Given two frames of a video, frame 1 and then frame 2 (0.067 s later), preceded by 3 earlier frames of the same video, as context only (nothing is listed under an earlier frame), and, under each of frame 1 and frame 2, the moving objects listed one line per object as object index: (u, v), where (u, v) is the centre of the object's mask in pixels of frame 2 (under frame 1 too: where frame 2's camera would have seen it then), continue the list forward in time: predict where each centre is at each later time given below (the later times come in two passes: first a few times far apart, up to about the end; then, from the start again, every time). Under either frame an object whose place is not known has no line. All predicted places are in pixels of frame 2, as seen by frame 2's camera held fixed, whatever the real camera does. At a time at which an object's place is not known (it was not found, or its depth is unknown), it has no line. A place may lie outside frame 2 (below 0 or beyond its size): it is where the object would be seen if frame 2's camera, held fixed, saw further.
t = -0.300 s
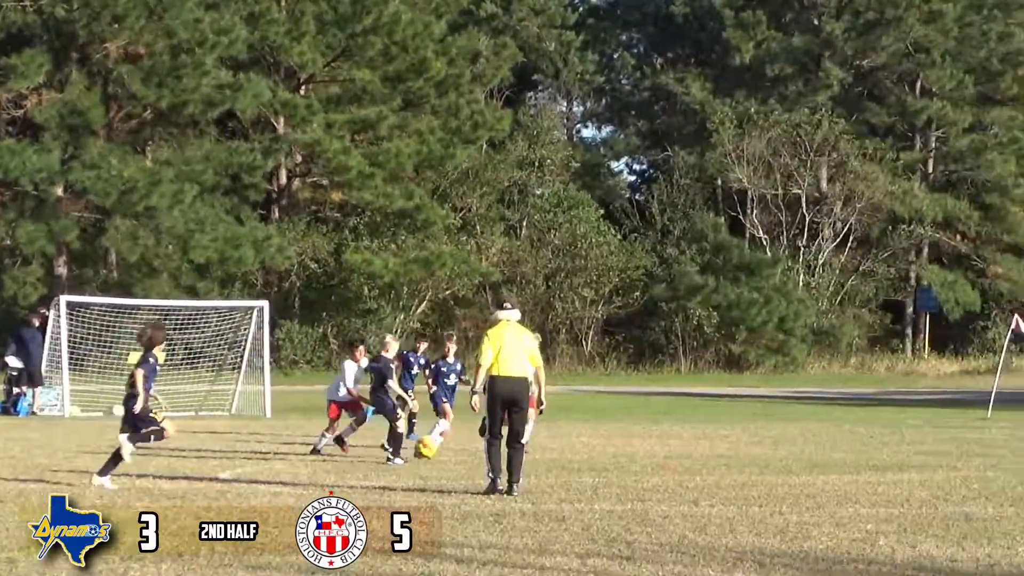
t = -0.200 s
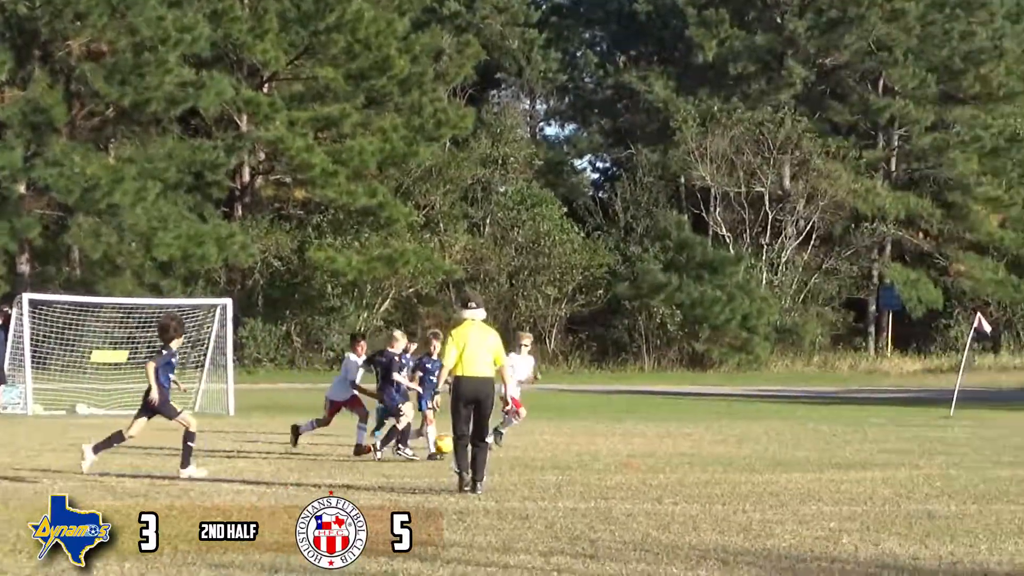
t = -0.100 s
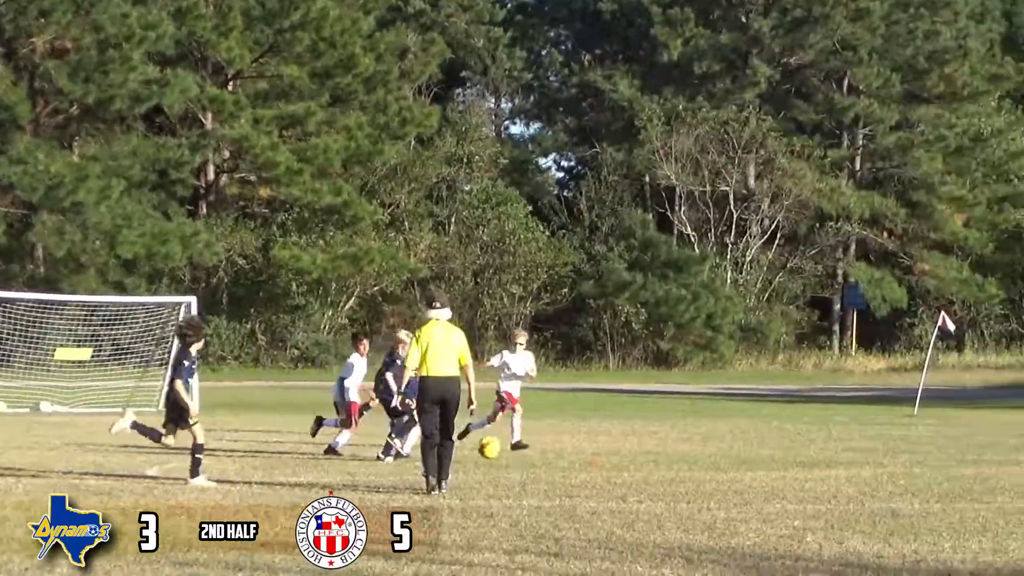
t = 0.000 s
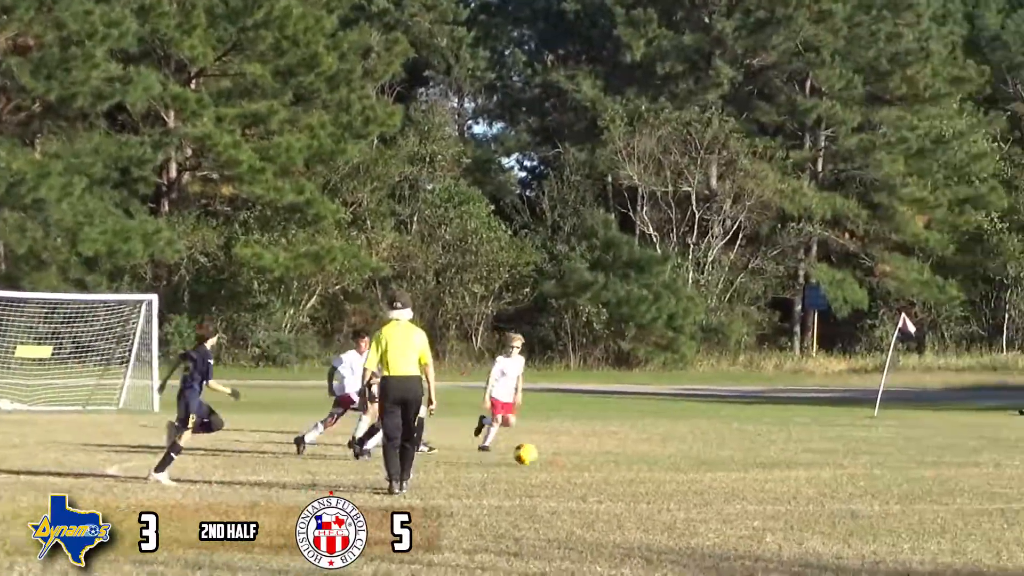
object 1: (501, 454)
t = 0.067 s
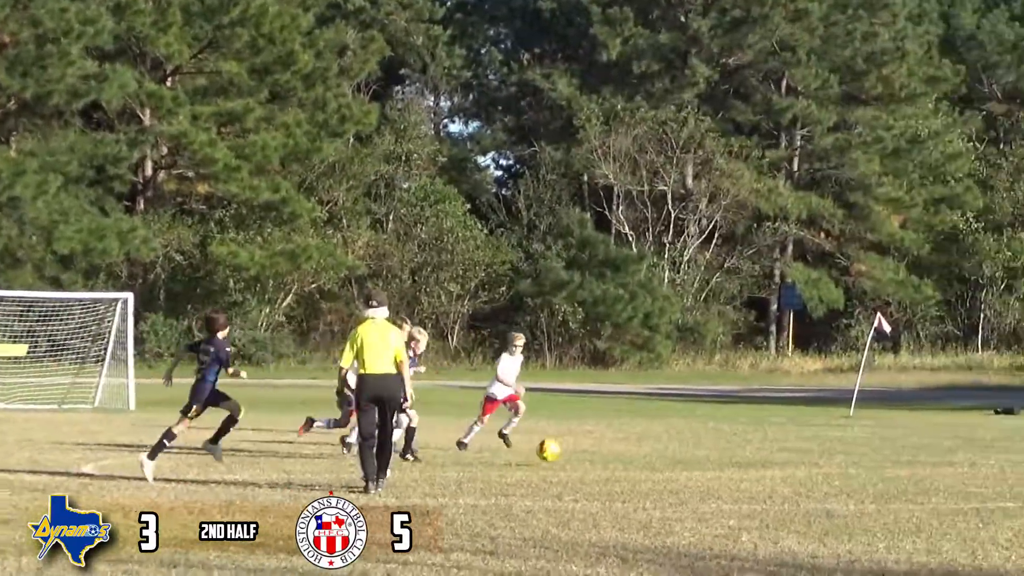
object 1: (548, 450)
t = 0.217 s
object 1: (654, 461)
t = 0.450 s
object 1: (789, 461)
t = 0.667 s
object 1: (897, 465)
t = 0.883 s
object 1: (1005, 474)
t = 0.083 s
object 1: (559, 450)
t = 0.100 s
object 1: (572, 450)
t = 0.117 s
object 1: (584, 452)
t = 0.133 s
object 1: (595, 453)
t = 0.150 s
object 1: (607, 454)
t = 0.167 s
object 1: (618, 455)
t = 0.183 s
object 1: (630, 458)
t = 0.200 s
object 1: (643, 459)
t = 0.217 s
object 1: (654, 461)
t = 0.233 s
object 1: (664, 460)
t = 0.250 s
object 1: (673, 459)
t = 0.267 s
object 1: (683, 457)
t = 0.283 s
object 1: (693, 456)
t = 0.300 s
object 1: (702, 455)
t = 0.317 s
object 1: (712, 455)
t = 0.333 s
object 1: (722, 454)
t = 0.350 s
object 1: (731, 454)
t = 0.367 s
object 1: (741, 455)
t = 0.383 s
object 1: (750, 455)
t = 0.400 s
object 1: (760, 456)
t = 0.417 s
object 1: (770, 457)
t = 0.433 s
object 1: (779, 459)
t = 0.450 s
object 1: (789, 461)
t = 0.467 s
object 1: (799, 463)
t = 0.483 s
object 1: (808, 465)
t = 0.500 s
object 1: (817, 467)
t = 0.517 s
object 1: (826, 466)
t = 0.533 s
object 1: (834, 465)
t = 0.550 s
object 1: (842, 464)
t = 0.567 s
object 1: (850, 463)
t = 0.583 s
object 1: (857, 462)
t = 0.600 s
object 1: (865, 462)
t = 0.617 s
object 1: (873, 462)
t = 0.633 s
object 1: (881, 463)
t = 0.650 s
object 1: (890, 463)
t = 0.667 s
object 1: (897, 465)
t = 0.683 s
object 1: (906, 465)
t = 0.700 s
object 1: (914, 467)
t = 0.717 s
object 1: (922, 469)
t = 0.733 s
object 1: (929, 470)
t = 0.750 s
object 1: (938, 470)
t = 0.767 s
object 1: (946, 469)
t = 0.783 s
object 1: (956, 469)
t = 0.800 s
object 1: (963, 470)
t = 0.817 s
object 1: (972, 470)
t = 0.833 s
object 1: (980, 471)
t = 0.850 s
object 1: (988, 471)
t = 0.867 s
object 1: (996, 473)
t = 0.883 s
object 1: (1005, 474)
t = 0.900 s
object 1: (1013, 477)
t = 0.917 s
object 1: (1022, 477)
